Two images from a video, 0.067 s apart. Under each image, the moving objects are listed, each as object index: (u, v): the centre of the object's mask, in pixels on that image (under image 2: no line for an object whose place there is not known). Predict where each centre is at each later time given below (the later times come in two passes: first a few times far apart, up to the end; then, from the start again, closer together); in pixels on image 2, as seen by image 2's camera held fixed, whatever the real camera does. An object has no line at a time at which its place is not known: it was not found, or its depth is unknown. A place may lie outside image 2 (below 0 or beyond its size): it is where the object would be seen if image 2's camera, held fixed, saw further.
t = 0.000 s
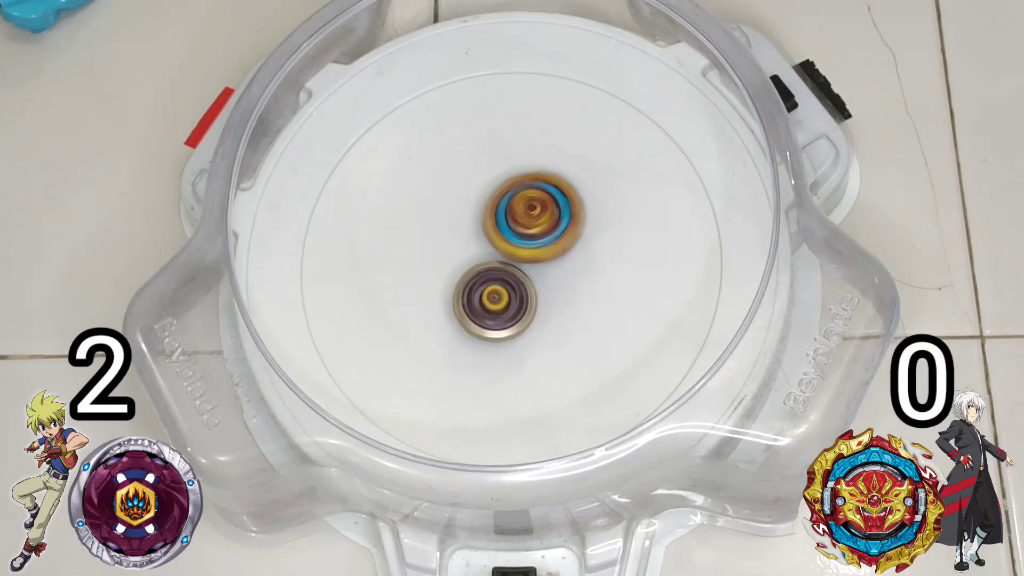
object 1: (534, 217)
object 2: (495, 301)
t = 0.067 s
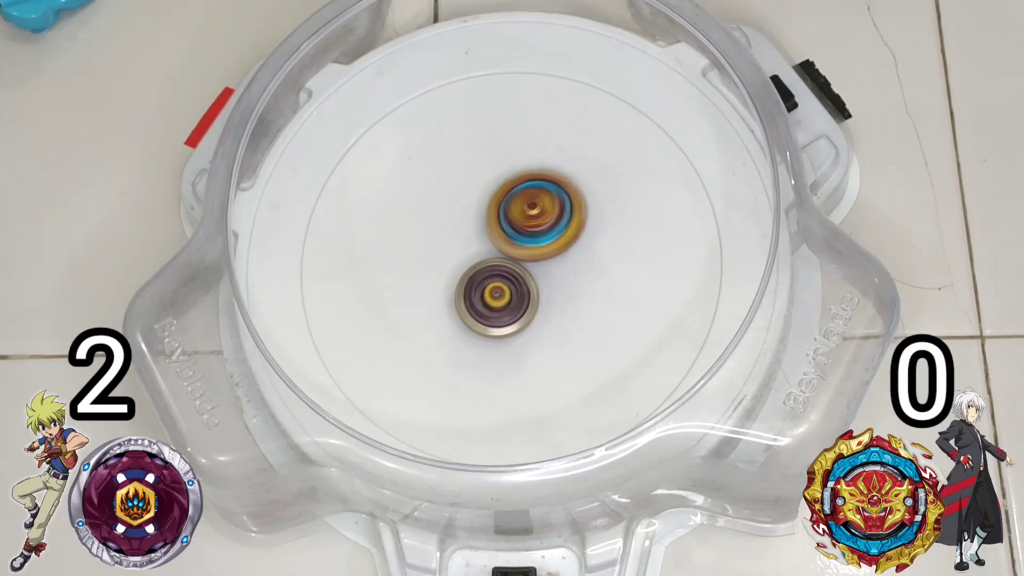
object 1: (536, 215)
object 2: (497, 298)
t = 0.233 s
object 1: (535, 212)
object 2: (480, 295)
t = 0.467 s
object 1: (536, 203)
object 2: (464, 326)
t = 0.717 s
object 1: (523, 214)
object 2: (481, 301)
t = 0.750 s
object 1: (522, 213)
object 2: (480, 306)
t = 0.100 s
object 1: (537, 211)
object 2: (492, 300)
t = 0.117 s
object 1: (537, 211)
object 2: (491, 298)
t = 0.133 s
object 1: (536, 211)
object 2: (490, 297)
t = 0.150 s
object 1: (536, 212)
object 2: (489, 294)
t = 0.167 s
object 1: (535, 212)
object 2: (487, 292)
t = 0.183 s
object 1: (535, 212)
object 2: (485, 292)
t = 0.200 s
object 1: (536, 211)
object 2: (482, 293)
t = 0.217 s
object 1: (535, 211)
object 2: (481, 295)
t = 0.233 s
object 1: (535, 212)
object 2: (480, 295)
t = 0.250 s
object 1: (534, 212)
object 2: (480, 296)
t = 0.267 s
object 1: (534, 213)
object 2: (481, 296)
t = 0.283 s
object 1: (534, 213)
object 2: (481, 296)
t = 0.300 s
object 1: (533, 215)
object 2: (482, 295)
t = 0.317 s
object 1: (533, 214)
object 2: (478, 300)
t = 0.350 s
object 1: (537, 209)
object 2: (471, 312)
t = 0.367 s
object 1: (539, 207)
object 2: (468, 318)
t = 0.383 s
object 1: (539, 205)
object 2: (466, 320)
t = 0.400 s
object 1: (538, 205)
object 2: (463, 324)
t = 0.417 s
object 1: (538, 204)
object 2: (463, 325)
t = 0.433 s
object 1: (537, 204)
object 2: (462, 327)
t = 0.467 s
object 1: (536, 203)
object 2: (464, 326)
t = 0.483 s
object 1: (536, 204)
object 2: (465, 325)
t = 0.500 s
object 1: (536, 204)
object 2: (466, 324)
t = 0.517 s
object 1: (534, 205)
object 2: (467, 324)
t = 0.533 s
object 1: (534, 205)
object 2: (469, 321)
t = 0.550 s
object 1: (532, 205)
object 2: (470, 320)
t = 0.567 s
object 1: (532, 205)
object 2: (472, 317)
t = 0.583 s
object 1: (531, 205)
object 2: (472, 315)
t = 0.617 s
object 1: (529, 208)
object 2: (474, 311)
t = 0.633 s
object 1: (527, 208)
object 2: (476, 310)
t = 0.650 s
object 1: (527, 209)
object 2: (477, 307)
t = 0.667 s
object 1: (526, 209)
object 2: (478, 306)
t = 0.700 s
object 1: (525, 212)
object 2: (480, 303)
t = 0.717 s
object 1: (523, 214)
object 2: (481, 301)
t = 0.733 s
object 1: (523, 214)
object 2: (482, 300)
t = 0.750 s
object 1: (522, 213)
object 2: (480, 306)
